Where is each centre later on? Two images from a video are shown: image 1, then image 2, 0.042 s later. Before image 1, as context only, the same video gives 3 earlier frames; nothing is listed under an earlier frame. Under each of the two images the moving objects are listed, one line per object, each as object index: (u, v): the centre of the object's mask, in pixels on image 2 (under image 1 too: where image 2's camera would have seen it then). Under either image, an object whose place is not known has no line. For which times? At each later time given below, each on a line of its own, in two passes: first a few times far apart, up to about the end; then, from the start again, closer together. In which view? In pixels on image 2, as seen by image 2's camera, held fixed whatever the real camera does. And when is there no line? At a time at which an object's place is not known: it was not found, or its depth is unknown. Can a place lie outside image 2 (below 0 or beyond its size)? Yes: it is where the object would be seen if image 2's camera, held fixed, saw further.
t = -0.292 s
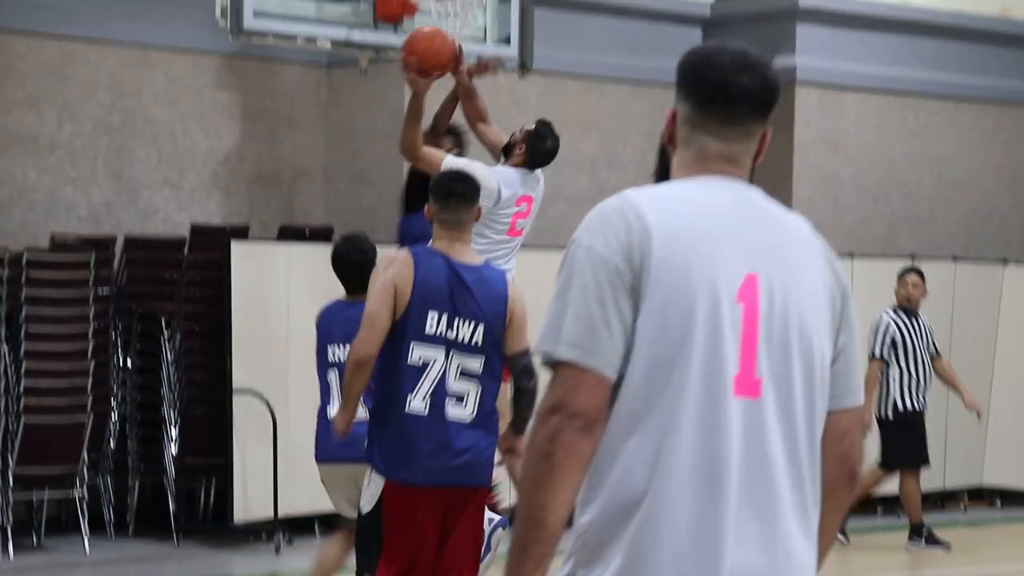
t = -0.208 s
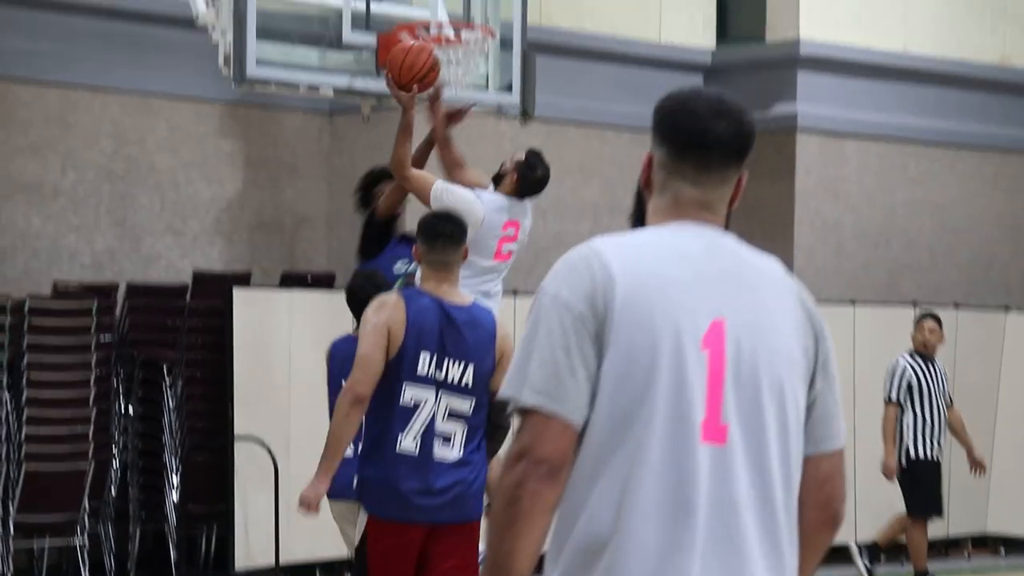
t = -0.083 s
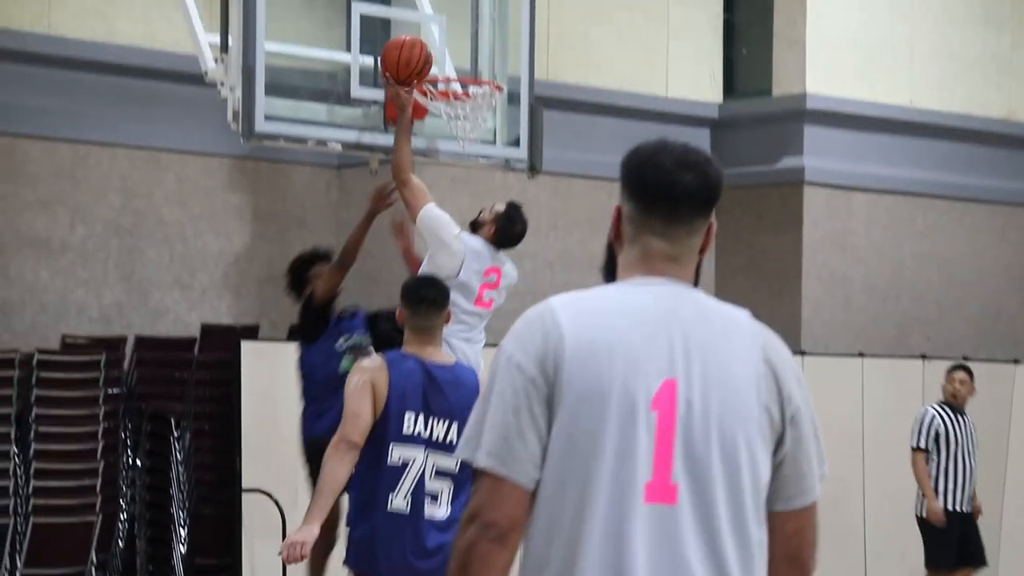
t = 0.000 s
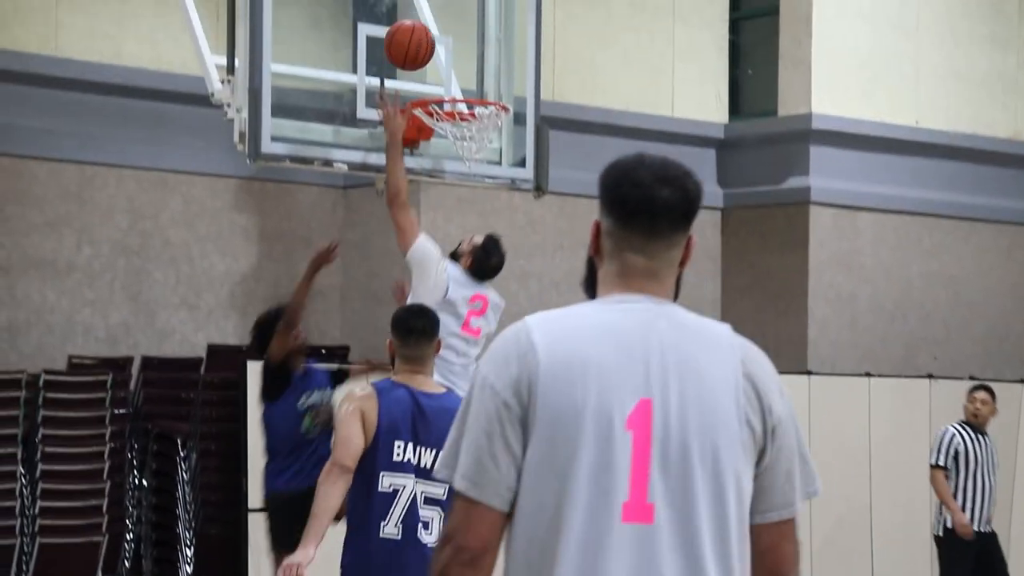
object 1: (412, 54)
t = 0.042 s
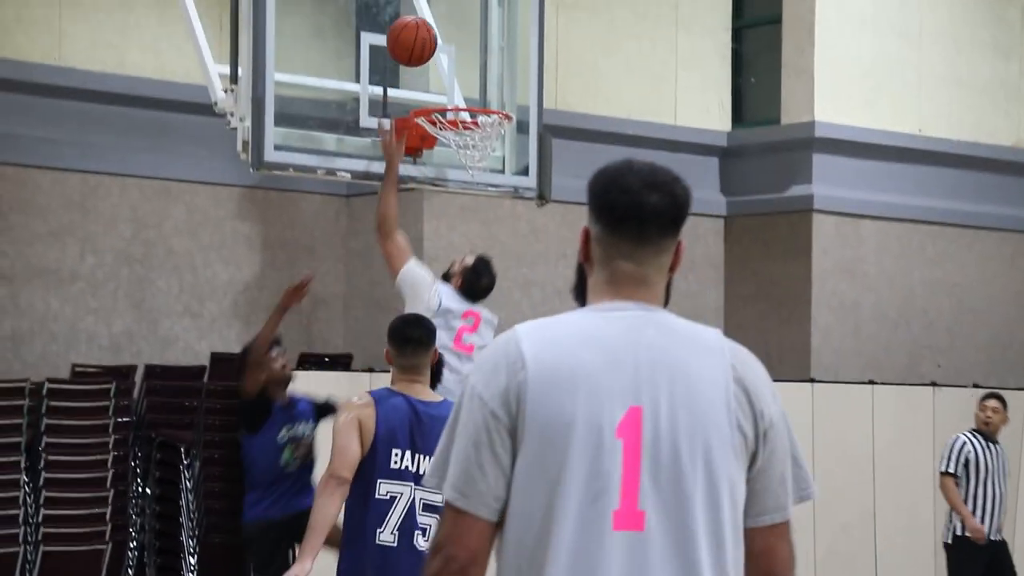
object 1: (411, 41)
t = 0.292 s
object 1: (418, 40)
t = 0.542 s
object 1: (468, 117)
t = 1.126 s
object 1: (488, 246)
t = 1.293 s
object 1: (518, 369)
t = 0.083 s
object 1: (411, 32)
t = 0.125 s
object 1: (410, 27)
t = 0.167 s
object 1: (410, 26)
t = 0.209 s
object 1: (409, 28)
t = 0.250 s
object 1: (407, 33)
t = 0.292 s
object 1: (418, 40)
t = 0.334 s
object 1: (433, 49)
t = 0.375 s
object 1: (447, 61)
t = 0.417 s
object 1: (462, 77)
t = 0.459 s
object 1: (477, 92)
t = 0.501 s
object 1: (482, 99)
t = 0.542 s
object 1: (468, 117)
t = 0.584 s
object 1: (456, 121)
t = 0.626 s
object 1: (449, 123)
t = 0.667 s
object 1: (441, 129)
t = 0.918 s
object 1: (455, 171)
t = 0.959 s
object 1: (464, 182)
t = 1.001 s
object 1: (468, 197)
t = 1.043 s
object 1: (475, 208)
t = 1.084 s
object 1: (482, 224)
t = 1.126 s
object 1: (488, 246)
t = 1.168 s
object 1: (495, 271)
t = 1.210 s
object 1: (501, 299)
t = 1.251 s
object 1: (508, 331)
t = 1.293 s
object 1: (518, 369)
